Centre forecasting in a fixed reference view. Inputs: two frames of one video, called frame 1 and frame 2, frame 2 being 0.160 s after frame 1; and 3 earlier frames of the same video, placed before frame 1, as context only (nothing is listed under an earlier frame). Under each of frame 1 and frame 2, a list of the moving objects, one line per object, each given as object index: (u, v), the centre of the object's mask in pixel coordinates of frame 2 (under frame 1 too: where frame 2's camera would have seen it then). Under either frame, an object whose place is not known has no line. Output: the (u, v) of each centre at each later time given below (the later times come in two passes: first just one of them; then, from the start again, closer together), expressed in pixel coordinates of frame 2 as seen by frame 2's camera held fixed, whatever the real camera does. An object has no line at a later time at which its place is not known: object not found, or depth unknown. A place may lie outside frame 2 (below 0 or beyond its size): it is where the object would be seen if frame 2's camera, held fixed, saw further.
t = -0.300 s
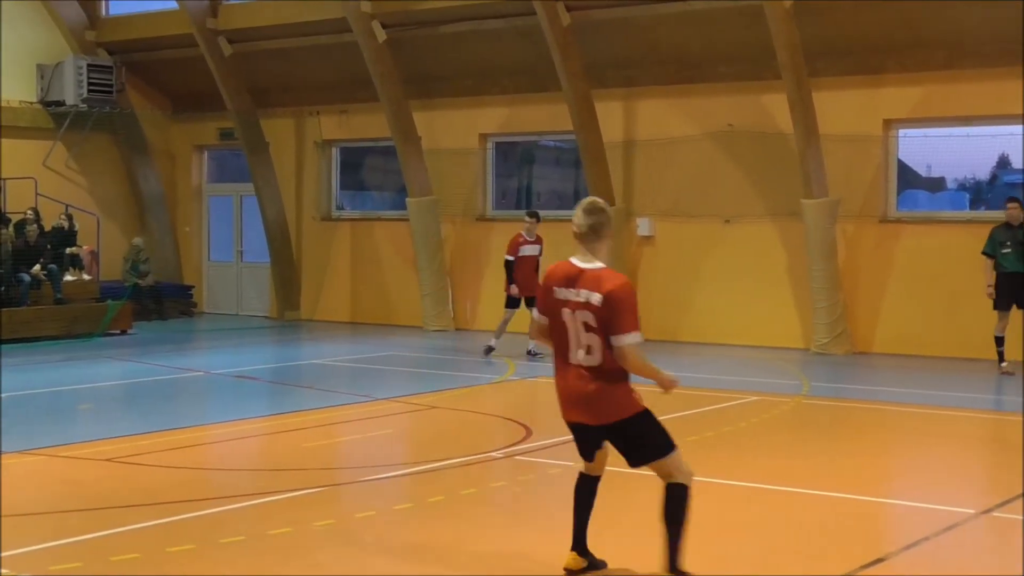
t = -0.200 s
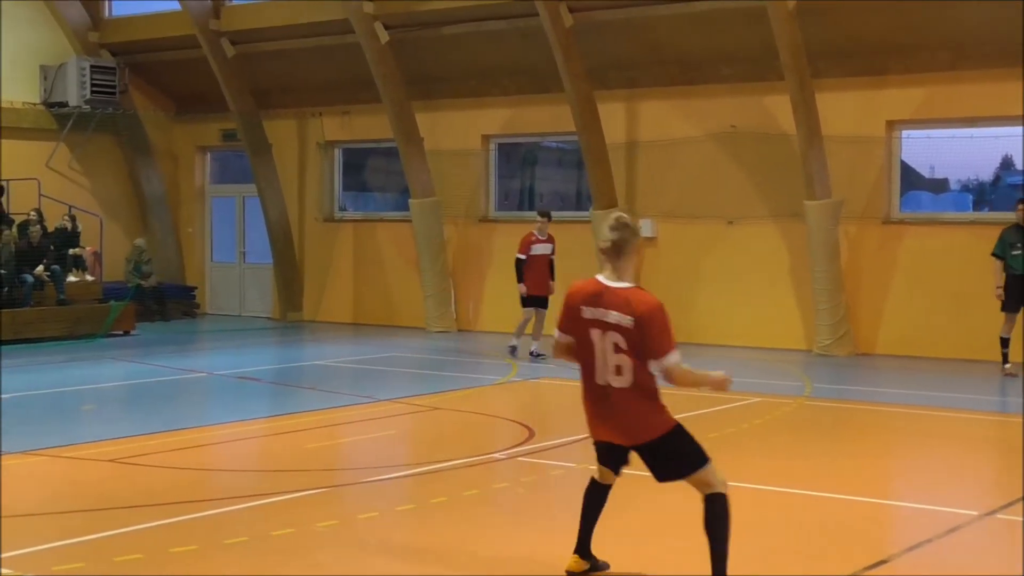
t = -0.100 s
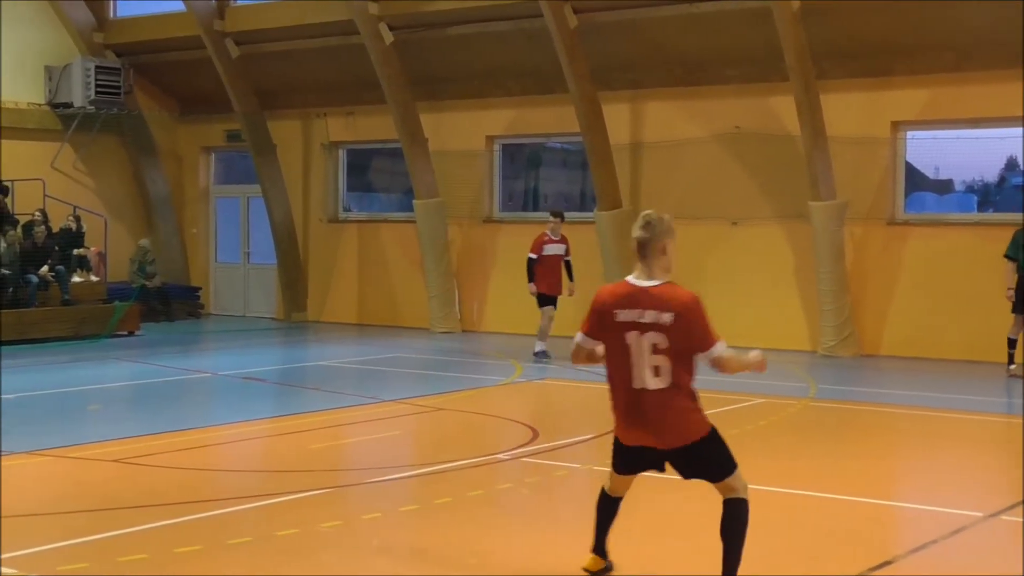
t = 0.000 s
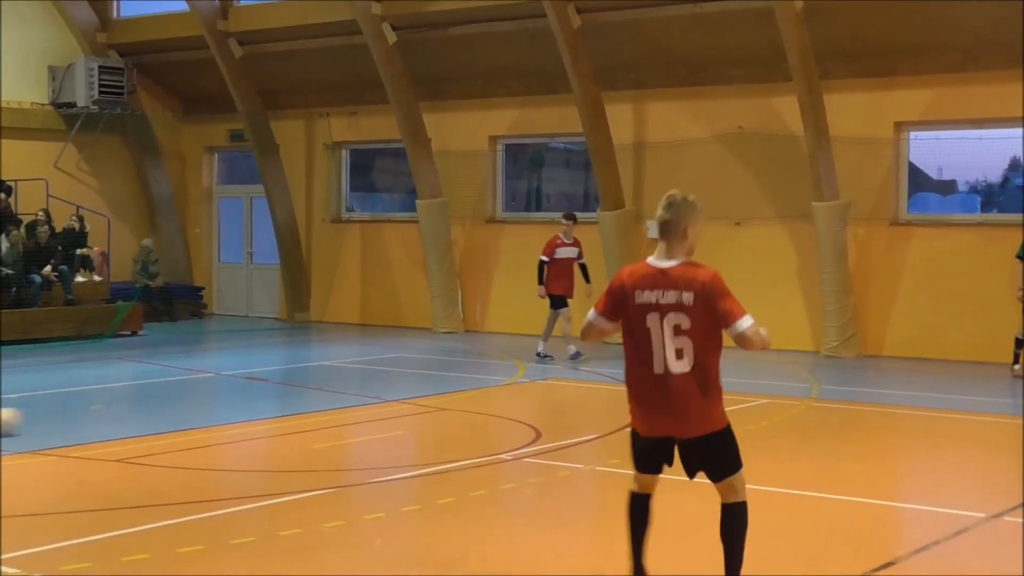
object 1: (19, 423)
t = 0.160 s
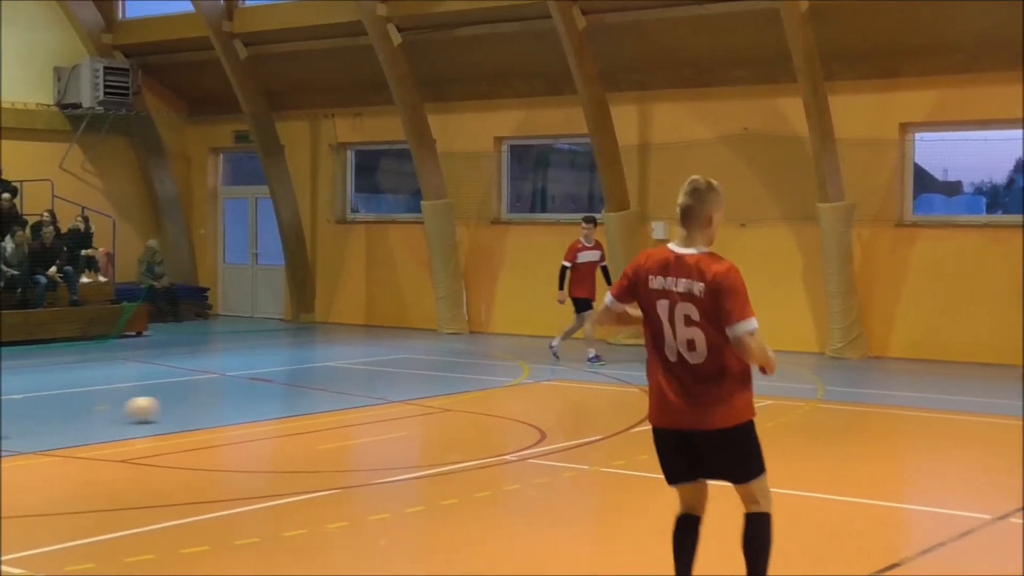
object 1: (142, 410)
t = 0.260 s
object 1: (211, 404)
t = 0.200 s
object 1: (171, 407)
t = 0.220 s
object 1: (185, 406)
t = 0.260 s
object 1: (211, 404)
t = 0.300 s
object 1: (235, 402)
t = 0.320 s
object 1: (247, 401)
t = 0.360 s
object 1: (274, 398)
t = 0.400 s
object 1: (293, 397)
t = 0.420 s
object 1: (303, 396)
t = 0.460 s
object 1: (324, 394)
